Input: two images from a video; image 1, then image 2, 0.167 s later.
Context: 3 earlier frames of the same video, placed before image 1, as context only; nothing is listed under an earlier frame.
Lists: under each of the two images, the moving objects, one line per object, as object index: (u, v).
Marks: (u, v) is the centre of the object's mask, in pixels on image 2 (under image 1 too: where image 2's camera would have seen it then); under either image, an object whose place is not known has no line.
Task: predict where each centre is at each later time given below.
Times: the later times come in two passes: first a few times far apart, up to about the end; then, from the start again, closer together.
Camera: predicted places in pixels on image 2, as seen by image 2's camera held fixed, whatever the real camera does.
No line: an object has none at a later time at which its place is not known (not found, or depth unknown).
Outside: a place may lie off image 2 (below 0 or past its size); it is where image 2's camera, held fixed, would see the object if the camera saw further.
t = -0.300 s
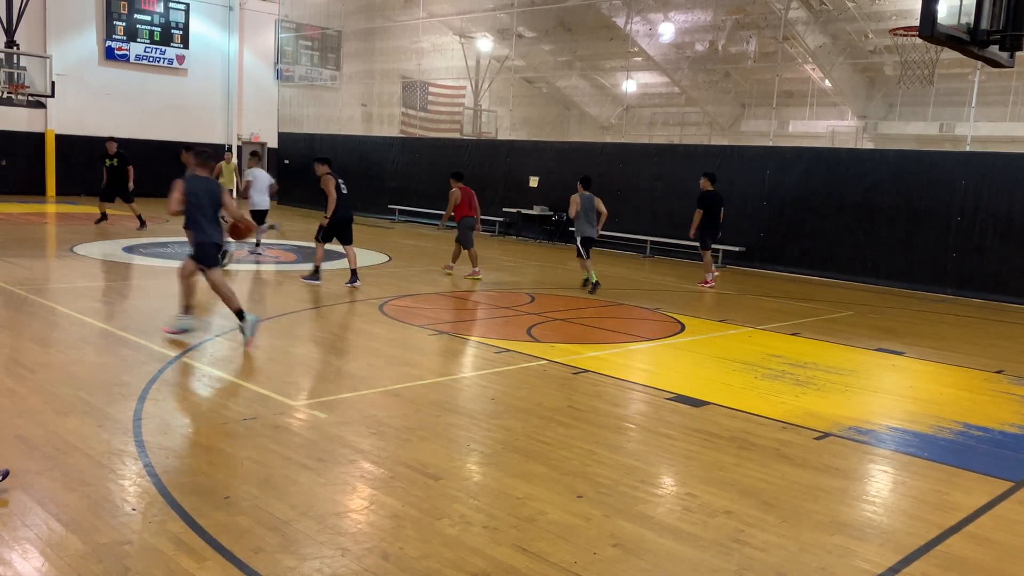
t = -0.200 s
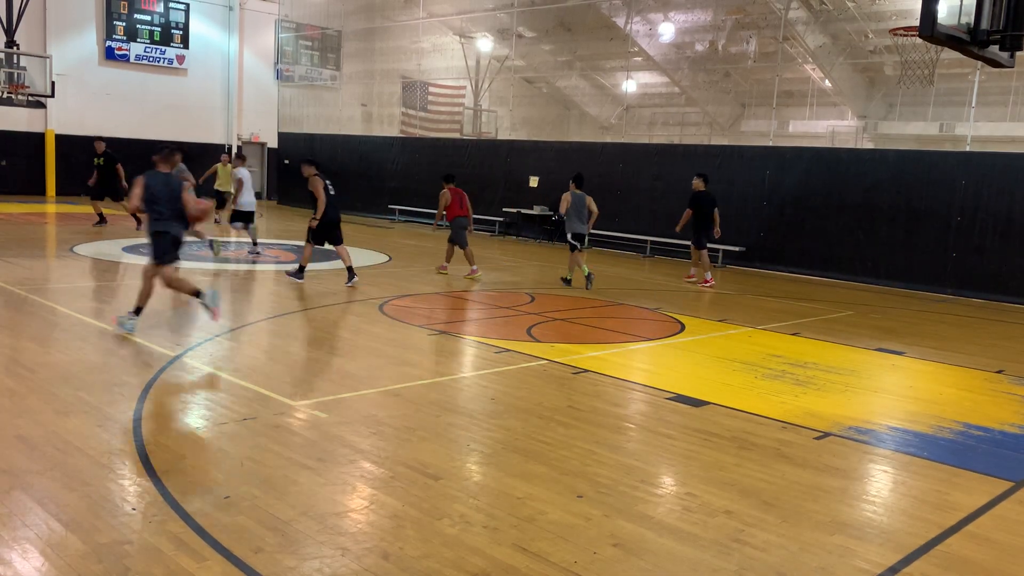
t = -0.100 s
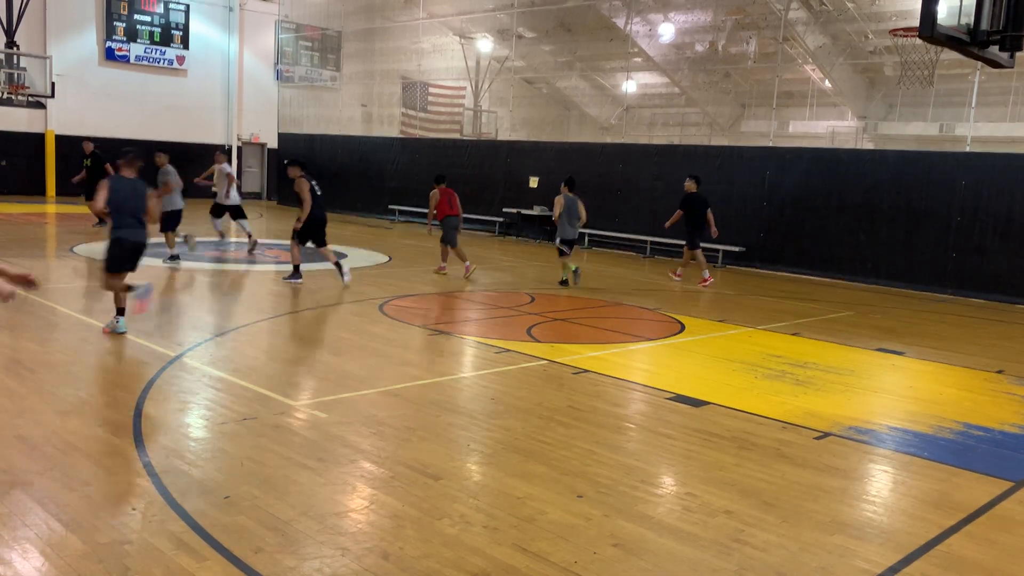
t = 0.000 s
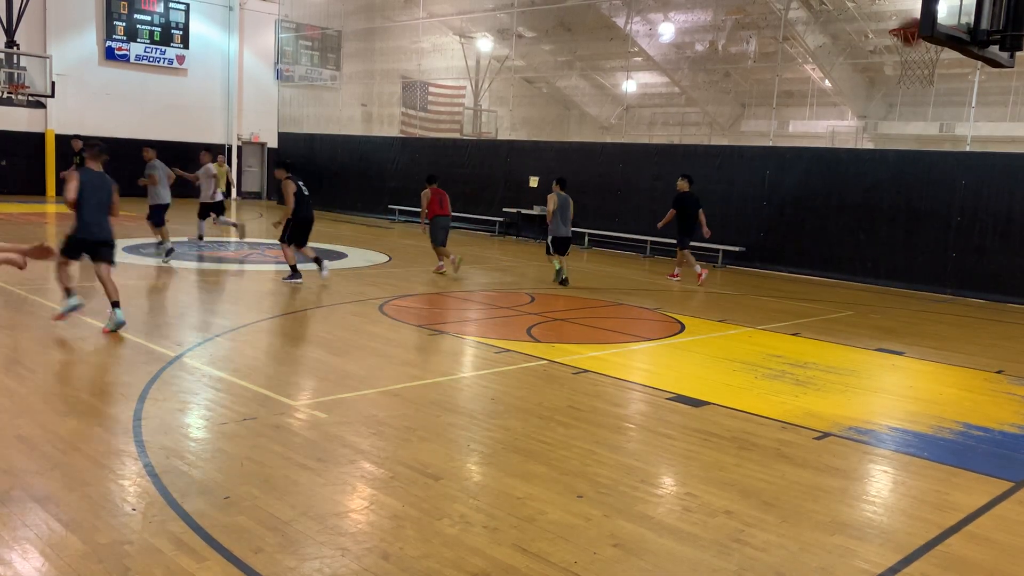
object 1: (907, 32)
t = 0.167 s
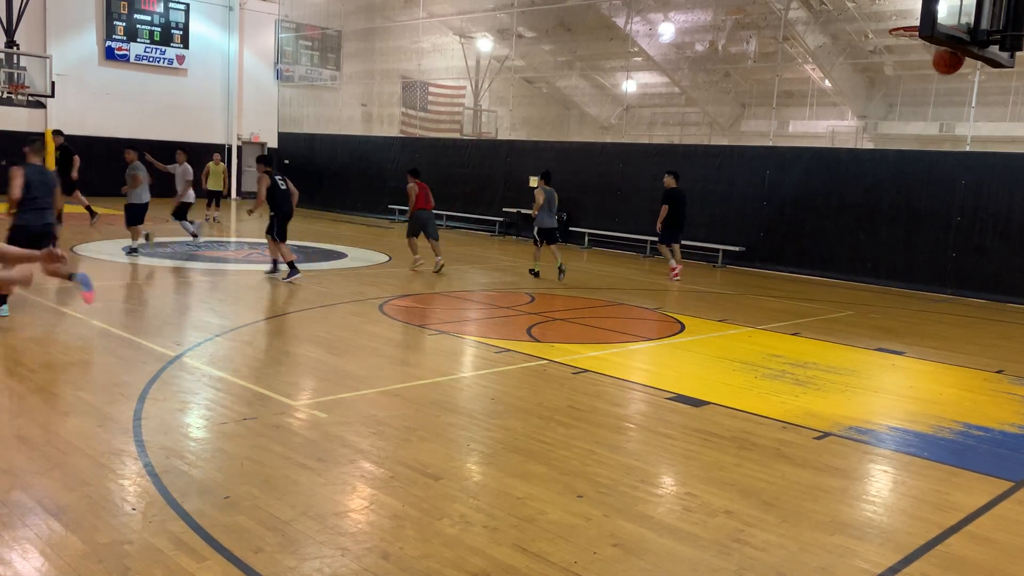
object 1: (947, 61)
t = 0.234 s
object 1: (940, 72)
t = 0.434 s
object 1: (913, 140)
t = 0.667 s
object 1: (877, 270)
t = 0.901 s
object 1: (852, 329)
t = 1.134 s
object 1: (845, 239)
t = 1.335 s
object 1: (834, 211)
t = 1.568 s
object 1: (815, 235)
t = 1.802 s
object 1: (792, 317)
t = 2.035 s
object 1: (778, 319)
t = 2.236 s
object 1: (772, 281)
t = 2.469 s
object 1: (759, 292)
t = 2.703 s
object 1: (741, 360)
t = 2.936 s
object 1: (734, 315)
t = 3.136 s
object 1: (725, 319)
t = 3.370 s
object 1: (712, 346)
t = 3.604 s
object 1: (705, 327)
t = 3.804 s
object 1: (695, 353)
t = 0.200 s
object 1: (945, 65)
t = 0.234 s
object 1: (940, 72)
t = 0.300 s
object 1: (932, 89)
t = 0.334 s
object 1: (927, 100)
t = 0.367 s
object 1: (922, 112)
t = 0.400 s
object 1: (918, 125)
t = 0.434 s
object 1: (913, 140)
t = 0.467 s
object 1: (908, 156)
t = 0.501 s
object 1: (903, 171)
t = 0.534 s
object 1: (898, 189)
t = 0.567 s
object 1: (893, 209)
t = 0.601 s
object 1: (888, 229)
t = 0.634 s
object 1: (882, 250)
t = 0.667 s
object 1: (877, 270)
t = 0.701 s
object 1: (872, 296)
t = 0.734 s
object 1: (867, 320)
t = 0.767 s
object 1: (861, 345)
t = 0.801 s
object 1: (856, 373)
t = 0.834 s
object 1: (853, 365)
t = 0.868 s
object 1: (853, 346)
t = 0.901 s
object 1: (852, 329)
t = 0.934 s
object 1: (851, 312)
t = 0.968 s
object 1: (850, 296)
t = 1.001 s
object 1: (850, 282)
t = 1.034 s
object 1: (849, 269)
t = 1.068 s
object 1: (848, 258)
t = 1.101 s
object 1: (846, 248)
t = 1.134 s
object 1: (845, 239)
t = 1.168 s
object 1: (844, 231)
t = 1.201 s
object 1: (842, 225)
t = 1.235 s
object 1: (840, 219)
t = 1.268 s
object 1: (838, 215)
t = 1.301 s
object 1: (836, 212)
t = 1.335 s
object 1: (834, 211)
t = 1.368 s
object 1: (832, 211)
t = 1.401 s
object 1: (829, 211)
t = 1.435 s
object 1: (827, 214)
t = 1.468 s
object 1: (824, 217)
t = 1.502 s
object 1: (821, 222)
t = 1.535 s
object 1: (818, 228)
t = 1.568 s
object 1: (815, 235)
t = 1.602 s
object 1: (812, 243)
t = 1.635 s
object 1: (809, 252)
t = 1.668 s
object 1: (806, 262)
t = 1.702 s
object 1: (803, 274)
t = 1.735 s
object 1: (799, 287)
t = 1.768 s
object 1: (795, 301)
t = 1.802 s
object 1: (792, 317)
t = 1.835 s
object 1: (788, 333)
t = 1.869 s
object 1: (784, 350)
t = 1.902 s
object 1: (781, 365)
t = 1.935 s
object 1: (780, 353)
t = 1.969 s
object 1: (780, 340)
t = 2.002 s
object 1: (779, 329)
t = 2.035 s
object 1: (778, 319)
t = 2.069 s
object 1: (778, 310)
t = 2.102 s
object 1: (776, 301)
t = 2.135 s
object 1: (776, 294)
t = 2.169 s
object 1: (774, 289)
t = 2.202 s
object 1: (772, 285)
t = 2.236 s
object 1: (772, 281)
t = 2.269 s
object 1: (770, 279)
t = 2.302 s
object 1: (768, 278)
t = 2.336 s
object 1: (767, 279)
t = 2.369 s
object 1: (765, 280)
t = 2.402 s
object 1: (763, 283)
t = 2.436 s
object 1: (761, 286)
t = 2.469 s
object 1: (759, 292)
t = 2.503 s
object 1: (757, 298)
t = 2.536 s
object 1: (754, 306)
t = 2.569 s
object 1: (752, 315)
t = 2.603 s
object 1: (749, 324)
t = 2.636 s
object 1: (746, 335)
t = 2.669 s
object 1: (744, 346)
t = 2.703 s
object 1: (741, 360)
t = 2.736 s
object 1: (740, 353)
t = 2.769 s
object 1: (739, 344)
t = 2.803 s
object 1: (738, 336)
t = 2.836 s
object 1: (737, 329)
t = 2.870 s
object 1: (736, 323)
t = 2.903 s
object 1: (735, 319)
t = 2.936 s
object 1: (734, 315)
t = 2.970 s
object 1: (733, 313)
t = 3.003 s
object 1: (732, 312)
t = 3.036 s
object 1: (730, 312)
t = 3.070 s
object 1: (728, 313)
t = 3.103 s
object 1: (727, 315)
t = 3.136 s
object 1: (725, 319)
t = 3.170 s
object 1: (723, 323)
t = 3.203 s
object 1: (721, 329)
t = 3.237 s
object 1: (719, 335)
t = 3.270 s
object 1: (717, 343)
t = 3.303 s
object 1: (714, 352)
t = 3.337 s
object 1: (713, 353)
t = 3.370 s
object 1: (712, 346)
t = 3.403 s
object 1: (711, 340)
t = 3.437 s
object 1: (710, 335)
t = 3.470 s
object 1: (710, 331)
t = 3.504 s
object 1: (709, 328)
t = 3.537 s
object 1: (707, 327)
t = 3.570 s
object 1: (706, 327)
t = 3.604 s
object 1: (705, 327)
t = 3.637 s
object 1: (703, 329)
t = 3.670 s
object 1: (702, 332)
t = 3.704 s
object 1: (700, 336)
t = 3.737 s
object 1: (698, 341)
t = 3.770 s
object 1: (697, 347)
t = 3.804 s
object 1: (695, 353)
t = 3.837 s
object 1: (694, 347)
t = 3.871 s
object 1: (693, 342)
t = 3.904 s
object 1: (693, 339)
